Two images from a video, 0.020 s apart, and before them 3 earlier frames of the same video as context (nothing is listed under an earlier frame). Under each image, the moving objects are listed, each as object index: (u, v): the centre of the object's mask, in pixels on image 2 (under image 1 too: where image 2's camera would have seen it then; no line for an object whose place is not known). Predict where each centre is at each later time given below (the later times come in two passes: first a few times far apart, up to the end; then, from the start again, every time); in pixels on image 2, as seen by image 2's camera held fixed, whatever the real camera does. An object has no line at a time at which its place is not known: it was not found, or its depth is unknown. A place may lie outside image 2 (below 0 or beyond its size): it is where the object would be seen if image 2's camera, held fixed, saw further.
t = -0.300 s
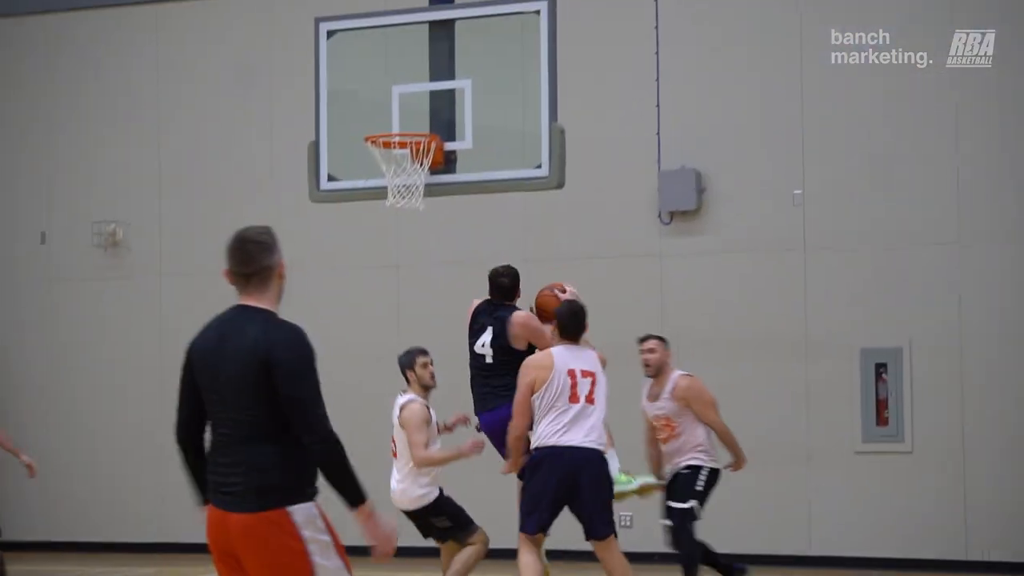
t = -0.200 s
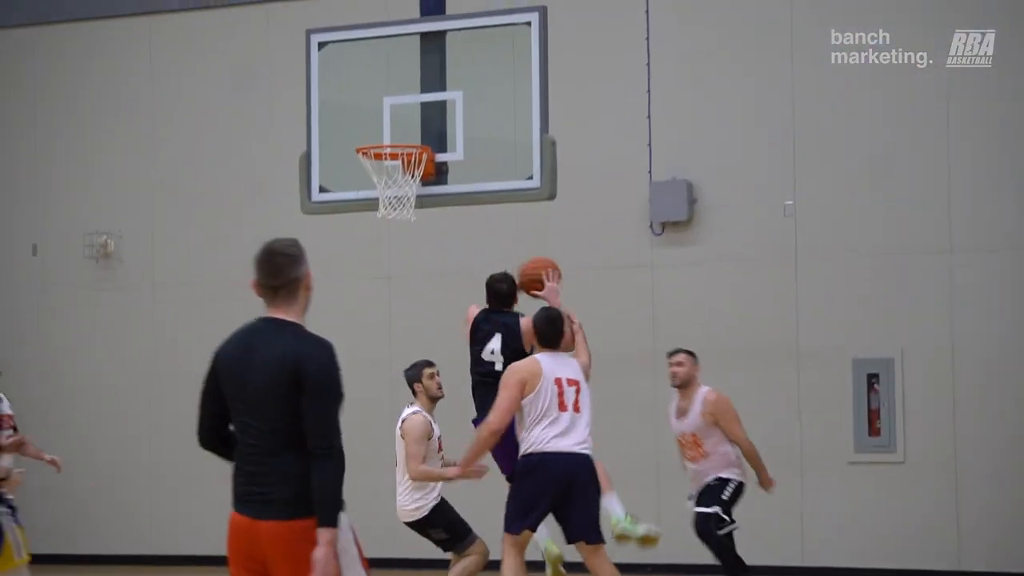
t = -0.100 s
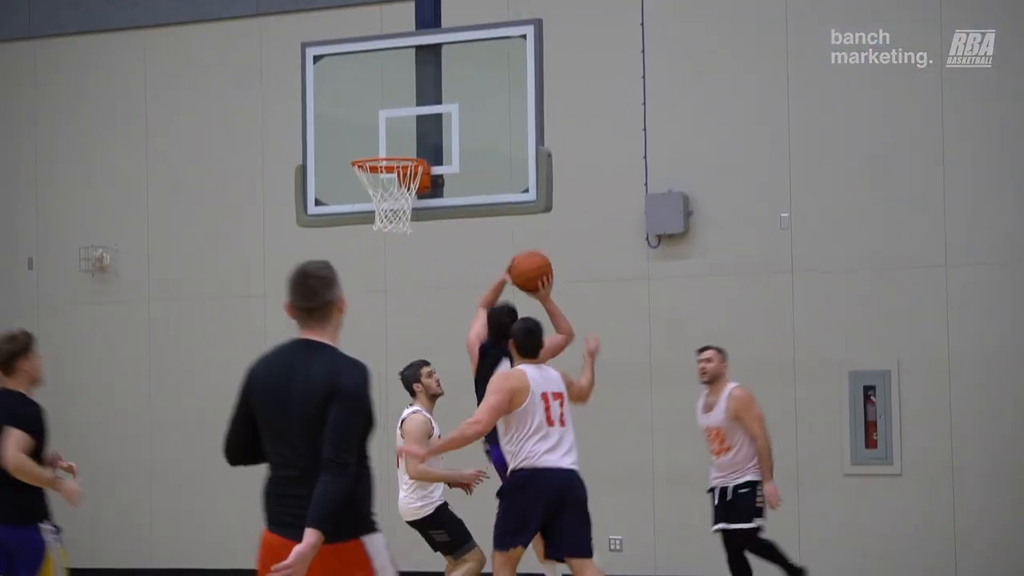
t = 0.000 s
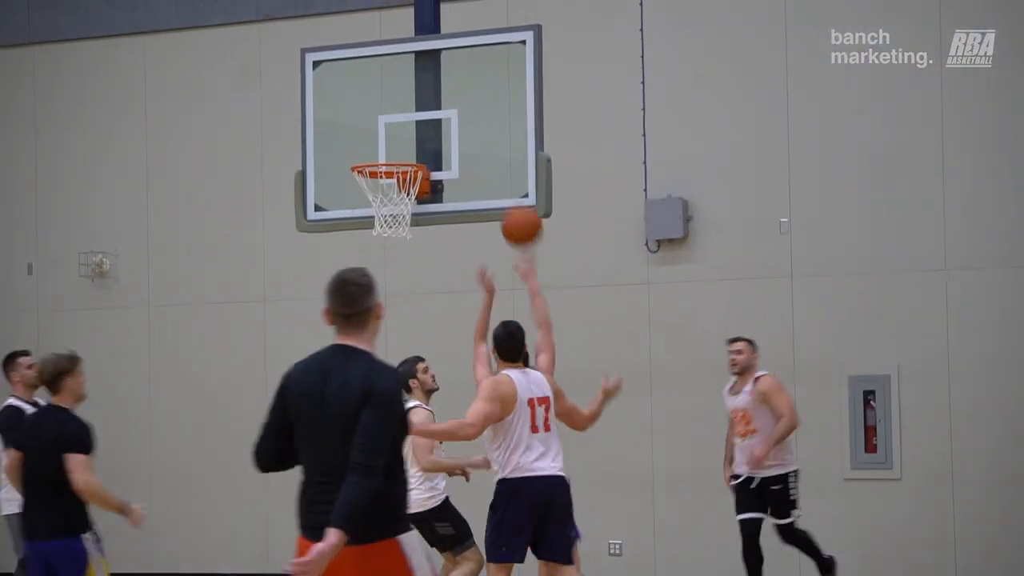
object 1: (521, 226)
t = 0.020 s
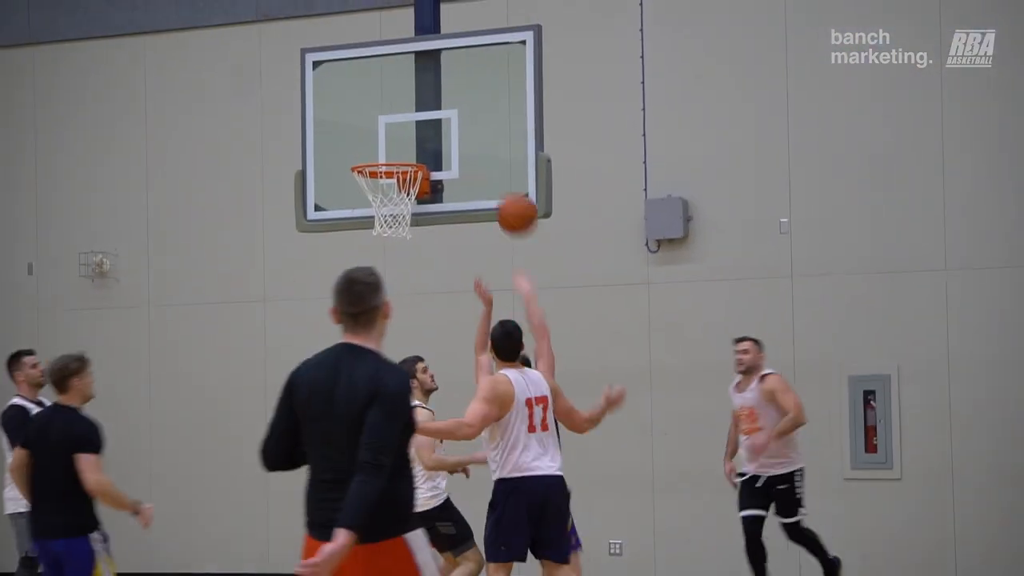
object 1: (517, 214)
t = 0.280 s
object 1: (468, 119)
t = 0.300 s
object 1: (464, 114)
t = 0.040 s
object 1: (512, 201)
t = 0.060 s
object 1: (508, 188)
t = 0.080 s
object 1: (504, 178)
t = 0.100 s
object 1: (500, 169)
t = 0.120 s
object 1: (496, 161)
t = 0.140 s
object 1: (492, 154)
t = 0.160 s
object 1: (487, 149)
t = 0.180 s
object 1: (483, 144)
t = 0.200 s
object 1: (479, 140)
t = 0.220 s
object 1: (476, 136)
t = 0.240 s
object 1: (474, 131)
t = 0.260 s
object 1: (471, 126)
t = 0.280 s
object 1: (468, 119)
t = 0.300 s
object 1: (464, 114)
